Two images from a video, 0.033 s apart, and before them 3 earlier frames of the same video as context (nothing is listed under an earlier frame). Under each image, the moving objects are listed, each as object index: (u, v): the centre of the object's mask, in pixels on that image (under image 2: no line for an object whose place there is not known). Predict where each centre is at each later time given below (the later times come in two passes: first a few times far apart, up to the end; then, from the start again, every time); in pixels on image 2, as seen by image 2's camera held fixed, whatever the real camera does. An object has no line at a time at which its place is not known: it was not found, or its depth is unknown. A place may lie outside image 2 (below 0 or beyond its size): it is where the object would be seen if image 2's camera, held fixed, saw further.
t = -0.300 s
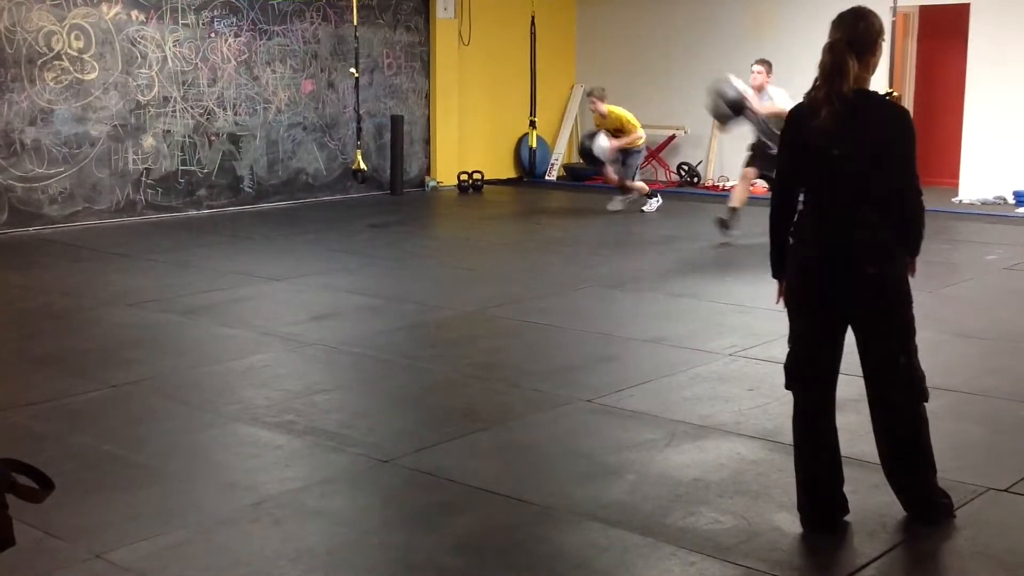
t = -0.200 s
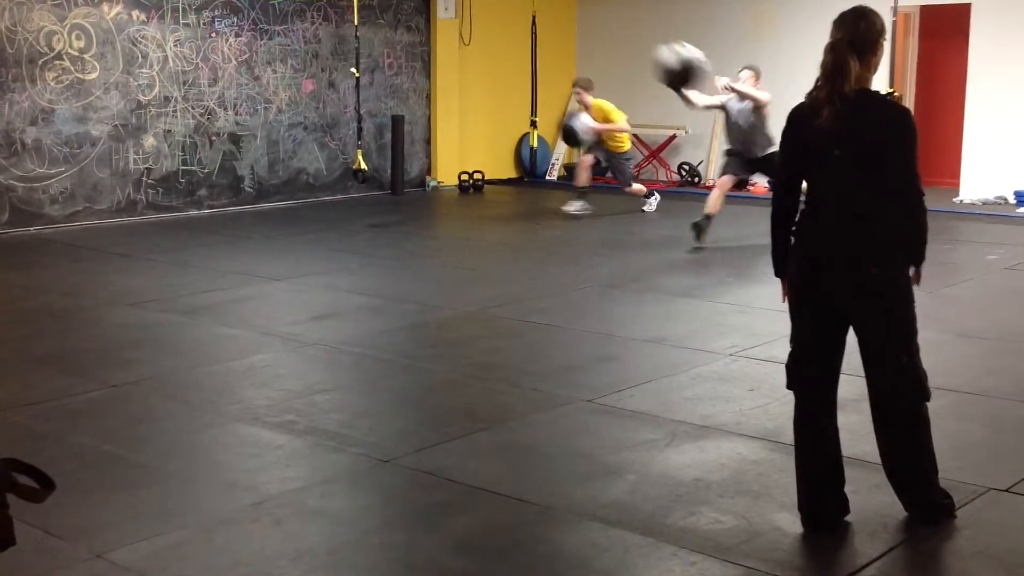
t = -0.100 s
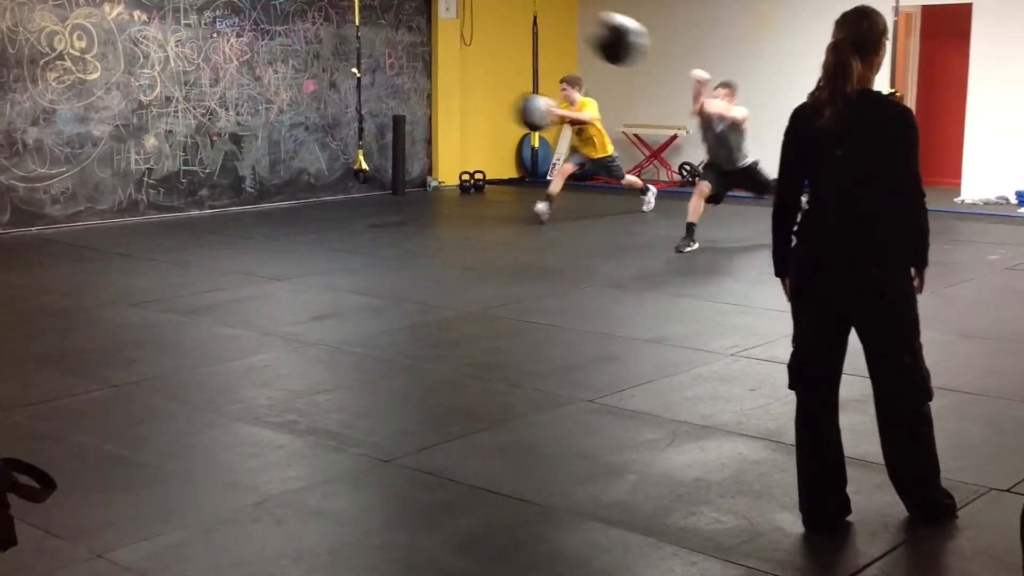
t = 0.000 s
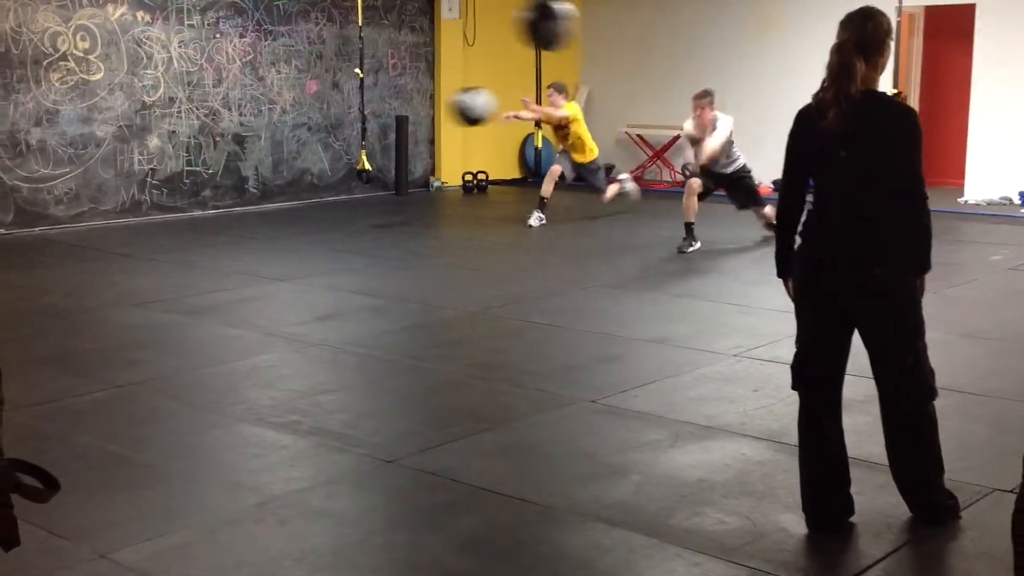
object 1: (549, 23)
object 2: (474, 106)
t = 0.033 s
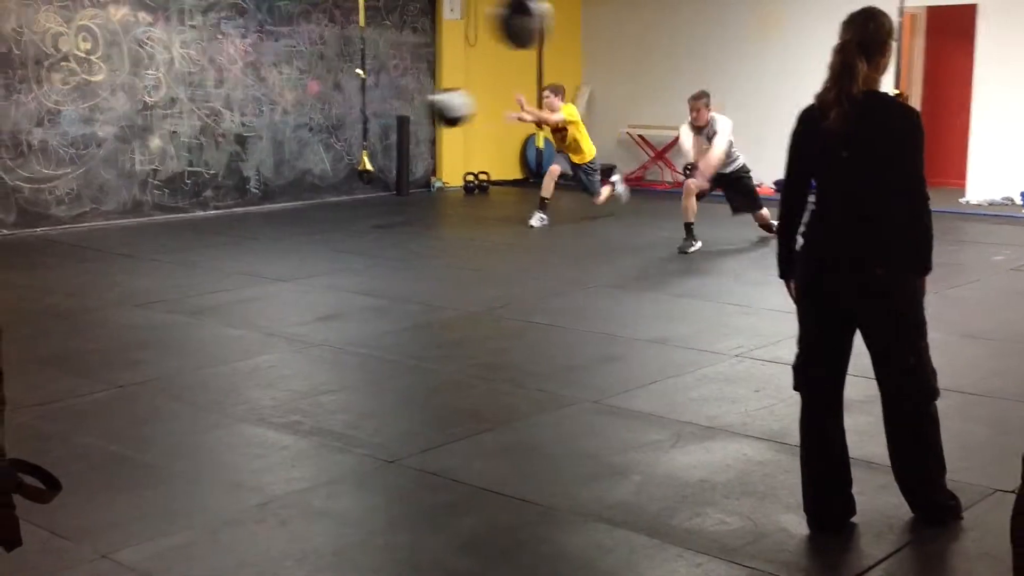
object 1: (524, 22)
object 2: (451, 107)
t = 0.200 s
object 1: (363, 33)
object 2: (320, 128)
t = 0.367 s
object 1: (167, 87)
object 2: (166, 189)
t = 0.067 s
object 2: (425, 109)
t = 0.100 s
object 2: (401, 112)
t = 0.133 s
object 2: (377, 115)
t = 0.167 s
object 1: (399, 25)
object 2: (347, 122)
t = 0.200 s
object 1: (363, 33)
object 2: (320, 128)
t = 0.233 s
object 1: (330, 38)
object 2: (291, 138)
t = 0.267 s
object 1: (291, 47)
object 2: (261, 146)
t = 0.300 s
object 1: (252, 58)
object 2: (231, 158)
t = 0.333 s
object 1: (211, 70)
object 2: (198, 174)
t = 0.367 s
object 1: (167, 87)
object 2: (166, 189)
